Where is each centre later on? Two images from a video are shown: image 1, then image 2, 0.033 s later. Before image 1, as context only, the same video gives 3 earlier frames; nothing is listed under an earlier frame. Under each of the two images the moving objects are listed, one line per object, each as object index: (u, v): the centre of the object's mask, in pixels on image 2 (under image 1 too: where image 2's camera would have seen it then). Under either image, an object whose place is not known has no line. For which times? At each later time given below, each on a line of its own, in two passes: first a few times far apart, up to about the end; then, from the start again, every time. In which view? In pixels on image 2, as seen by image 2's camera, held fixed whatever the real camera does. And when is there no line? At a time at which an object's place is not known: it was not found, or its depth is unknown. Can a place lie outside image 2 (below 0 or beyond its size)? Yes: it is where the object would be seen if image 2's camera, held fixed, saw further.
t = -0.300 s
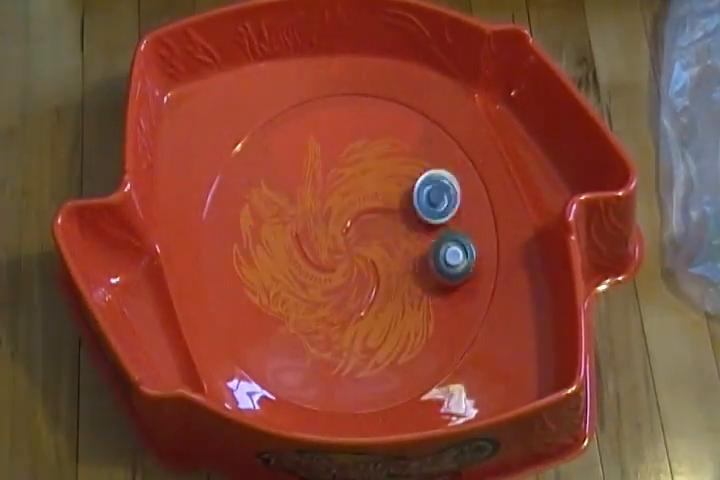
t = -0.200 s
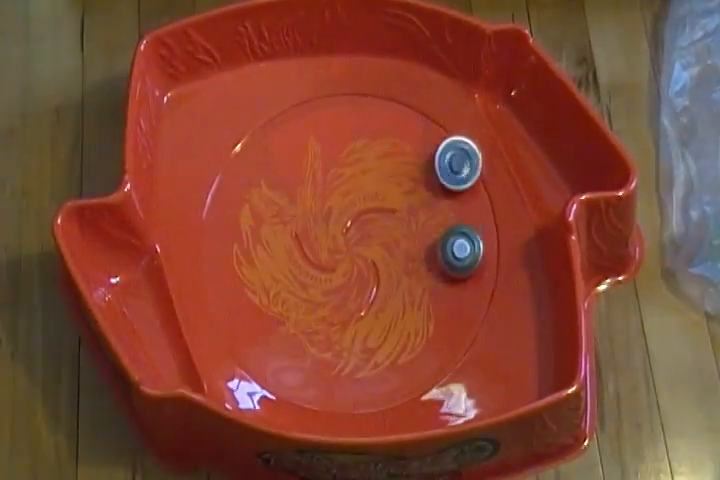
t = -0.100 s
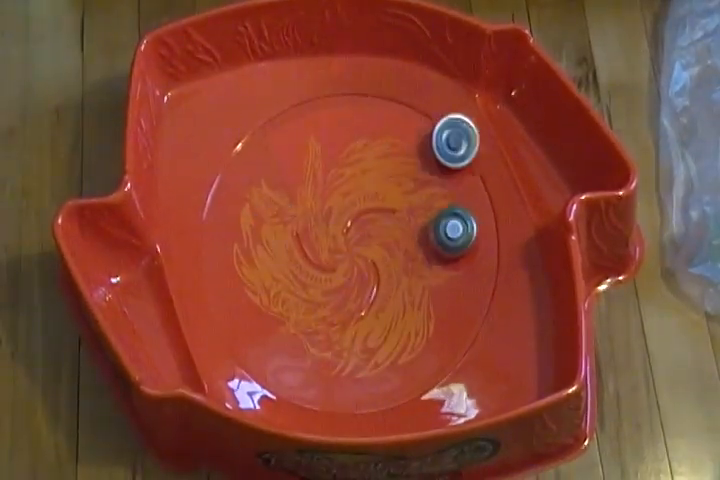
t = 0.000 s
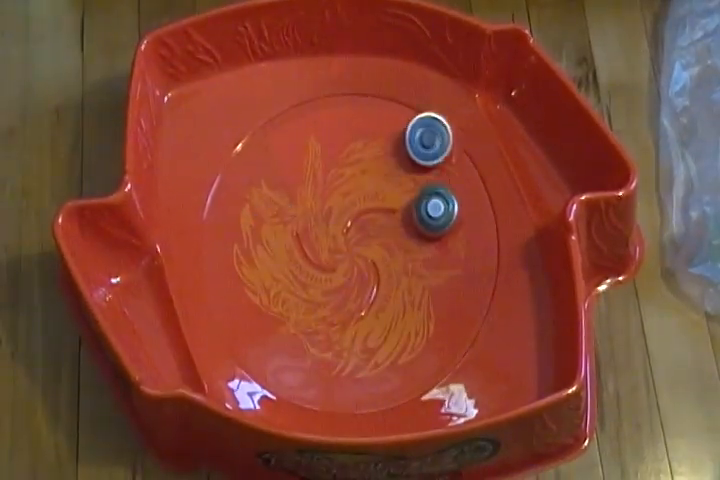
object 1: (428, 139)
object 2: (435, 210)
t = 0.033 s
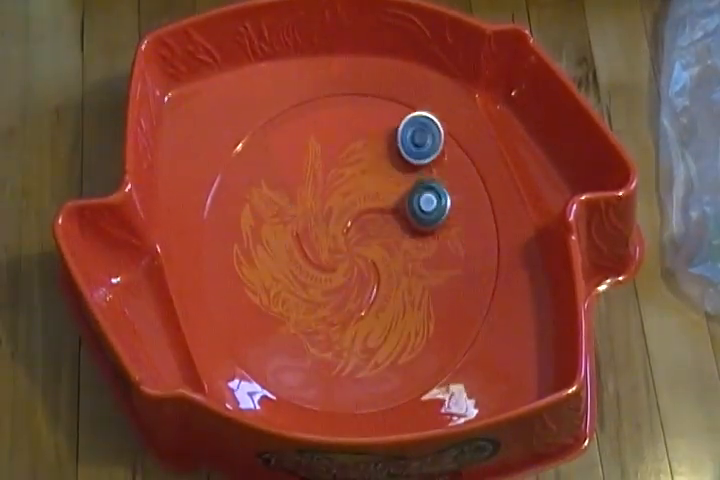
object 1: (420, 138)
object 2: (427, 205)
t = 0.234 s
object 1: (384, 133)
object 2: (381, 197)
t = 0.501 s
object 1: (366, 151)
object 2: (356, 232)
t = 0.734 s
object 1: (396, 212)
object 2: (362, 270)
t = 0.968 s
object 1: (447, 208)
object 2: (369, 307)
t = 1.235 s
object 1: (421, 147)
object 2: (375, 321)
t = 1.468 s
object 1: (316, 234)
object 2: (370, 313)
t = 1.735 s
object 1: (332, 368)
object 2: (353, 300)
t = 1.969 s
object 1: (439, 356)
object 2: (336, 298)
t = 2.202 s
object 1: (473, 266)
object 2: (323, 296)
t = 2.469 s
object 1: (328, 215)
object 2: (310, 282)
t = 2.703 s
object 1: (238, 214)
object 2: (327, 323)
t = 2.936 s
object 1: (224, 291)
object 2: (344, 300)
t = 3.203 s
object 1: (331, 399)
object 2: (351, 267)
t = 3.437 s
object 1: (434, 308)
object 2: (361, 244)
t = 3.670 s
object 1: (388, 163)
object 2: (350, 228)
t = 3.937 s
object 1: (251, 133)
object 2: (352, 211)
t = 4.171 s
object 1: (208, 253)
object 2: (369, 208)
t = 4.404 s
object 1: (316, 349)
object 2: (389, 206)
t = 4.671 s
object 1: (450, 255)
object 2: (380, 204)
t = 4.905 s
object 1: (415, 116)
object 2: (365, 207)
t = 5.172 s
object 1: (273, 113)
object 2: (359, 225)
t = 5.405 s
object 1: (239, 244)
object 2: (356, 245)
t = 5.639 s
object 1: (347, 349)
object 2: (352, 265)
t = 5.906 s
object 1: (481, 275)
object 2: (347, 280)
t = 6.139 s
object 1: (462, 144)
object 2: (343, 292)
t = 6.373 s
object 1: (341, 118)
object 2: (338, 299)
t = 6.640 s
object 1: (255, 245)
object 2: (344, 297)
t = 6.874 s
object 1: (318, 371)
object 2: (339, 285)
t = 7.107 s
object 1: (445, 361)
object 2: (336, 272)
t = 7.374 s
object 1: (451, 215)
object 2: (344, 257)
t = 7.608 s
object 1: (333, 162)
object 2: (350, 242)
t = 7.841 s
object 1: (244, 245)
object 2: (360, 236)
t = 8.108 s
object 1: (305, 376)
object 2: (369, 230)
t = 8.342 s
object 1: (425, 334)
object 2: (377, 233)
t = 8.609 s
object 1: (403, 183)
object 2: (376, 241)
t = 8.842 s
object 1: (290, 148)
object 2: (375, 253)
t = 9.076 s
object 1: (226, 242)
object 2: (366, 256)
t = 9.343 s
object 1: (328, 342)
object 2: (370, 269)
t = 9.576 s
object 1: (434, 271)
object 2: (371, 270)
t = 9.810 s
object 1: (407, 148)
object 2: (374, 282)
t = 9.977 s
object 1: (332, 115)
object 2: (372, 288)
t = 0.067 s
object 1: (412, 137)
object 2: (419, 199)
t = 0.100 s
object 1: (405, 135)
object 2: (411, 197)
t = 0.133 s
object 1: (399, 134)
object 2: (403, 195)
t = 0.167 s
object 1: (393, 133)
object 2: (395, 194)
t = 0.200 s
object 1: (388, 133)
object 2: (388, 195)
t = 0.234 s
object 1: (384, 133)
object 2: (381, 197)
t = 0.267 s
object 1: (380, 133)
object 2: (374, 200)
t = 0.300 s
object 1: (377, 133)
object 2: (369, 203)
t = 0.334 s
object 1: (375, 134)
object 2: (364, 209)
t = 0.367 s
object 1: (373, 134)
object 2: (360, 213)
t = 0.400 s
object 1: (371, 136)
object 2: (358, 219)
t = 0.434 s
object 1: (369, 139)
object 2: (356, 224)
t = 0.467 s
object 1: (368, 144)
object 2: (355, 228)
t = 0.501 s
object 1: (366, 151)
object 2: (356, 232)
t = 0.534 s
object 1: (367, 160)
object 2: (357, 236)
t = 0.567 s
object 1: (368, 169)
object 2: (359, 240)
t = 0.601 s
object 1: (371, 180)
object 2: (360, 245)
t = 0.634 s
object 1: (375, 191)
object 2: (361, 249)
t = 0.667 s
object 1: (381, 202)
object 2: (362, 253)
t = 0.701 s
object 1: (388, 208)
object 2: (362, 262)
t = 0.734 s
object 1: (396, 212)
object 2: (362, 270)
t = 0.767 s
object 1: (405, 215)
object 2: (362, 277)
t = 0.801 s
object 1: (414, 217)
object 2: (362, 283)
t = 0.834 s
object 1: (422, 218)
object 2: (363, 288)
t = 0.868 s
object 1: (430, 217)
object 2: (365, 292)
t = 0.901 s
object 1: (436, 215)
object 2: (367, 299)
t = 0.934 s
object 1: (442, 212)
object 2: (367, 303)
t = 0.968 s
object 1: (447, 208)
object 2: (369, 307)
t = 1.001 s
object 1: (450, 203)
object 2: (370, 310)
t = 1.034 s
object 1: (452, 196)
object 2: (370, 313)
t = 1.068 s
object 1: (452, 189)
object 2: (371, 315)
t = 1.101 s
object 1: (452, 179)
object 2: (372, 317)
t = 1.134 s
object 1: (450, 169)
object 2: (374, 319)
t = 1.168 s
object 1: (444, 158)
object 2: (374, 320)
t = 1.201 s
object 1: (435, 150)
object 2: (374, 321)
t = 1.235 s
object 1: (421, 147)
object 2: (375, 321)
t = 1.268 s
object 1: (405, 148)
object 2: (375, 321)
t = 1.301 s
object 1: (389, 154)
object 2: (375, 321)
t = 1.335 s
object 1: (371, 165)
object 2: (375, 320)
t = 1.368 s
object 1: (354, 179)
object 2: (374, 318)
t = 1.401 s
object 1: (340, 196)
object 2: (373, 317)
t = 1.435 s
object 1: (327, 214)
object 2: (372, 314)
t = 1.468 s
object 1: (316, 234)
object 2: (370, 313)
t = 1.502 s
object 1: (308, 253)
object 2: (368, 310)
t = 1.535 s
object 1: (303, 271)
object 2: (366, 309)
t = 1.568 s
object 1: (301, 289)
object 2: (364, 307)
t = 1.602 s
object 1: (302, 308)
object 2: (363, 306)
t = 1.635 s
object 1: (306, 325)
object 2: (361, 305)
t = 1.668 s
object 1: (312, 341)
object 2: (358, 302)
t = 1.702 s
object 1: (320, 355)
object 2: (355, 301)
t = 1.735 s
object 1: (332, 368)
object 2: (353, 300)
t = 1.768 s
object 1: (345, 381)
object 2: (351, 299)
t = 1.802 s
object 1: (362, 392)
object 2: (348, 299)
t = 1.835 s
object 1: (379, 399)
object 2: (346, 298)
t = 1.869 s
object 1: (396, 391)
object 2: (343, 298)
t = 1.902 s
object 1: (412, 383)
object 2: (341, 298)
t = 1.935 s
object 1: (426, 370)
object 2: (338, 298)
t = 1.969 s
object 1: (439, 356)
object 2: (336, 298)
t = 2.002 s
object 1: (450, 343)
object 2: (334, 298)
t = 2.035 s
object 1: (462, 332)
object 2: (332, 298)
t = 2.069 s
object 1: (473, 321)
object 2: (330, 298)
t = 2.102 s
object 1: (479, 309)
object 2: (328, 297)
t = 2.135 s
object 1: (481, 296)
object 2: (327, 297)
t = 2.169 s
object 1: (479, 282)
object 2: (325, 296)
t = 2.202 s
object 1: (473, 266)
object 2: (323, 296)
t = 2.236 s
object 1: (462, 250)
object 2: (321, 295)
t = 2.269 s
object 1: (448, 236)
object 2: (318, 293)
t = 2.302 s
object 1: (430, 225)
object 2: (316, 292)
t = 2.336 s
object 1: (411, 217)
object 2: (314, 290)
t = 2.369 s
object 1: (389, 212)
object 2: (312, 288)
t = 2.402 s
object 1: (367, 209)
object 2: (312, 286)
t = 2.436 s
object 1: (347, 210)
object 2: (311, 284)
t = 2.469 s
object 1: (328, 215)
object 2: (310, 282)
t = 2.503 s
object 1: (312, 222)
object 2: (310, 280)
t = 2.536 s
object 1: (295, 223)
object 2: (310, 284)
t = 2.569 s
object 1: (280, 217)
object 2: (313, 297)
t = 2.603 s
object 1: (266, 213)
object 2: (316, 307)
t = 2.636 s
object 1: (255, 211)
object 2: (319, 315)
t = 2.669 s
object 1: (246, 211)
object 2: (323, 321)
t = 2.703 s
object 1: (238, 214)
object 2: (327, 323)
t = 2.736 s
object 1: (232, 218)
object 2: (331, 323)
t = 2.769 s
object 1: (227, 226)
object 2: (334, 321)
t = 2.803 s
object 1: (224, 235)
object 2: (337, 318)
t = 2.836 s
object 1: (222, 246)
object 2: (340, 314)
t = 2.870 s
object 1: (222, 259)
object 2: (342, 309)
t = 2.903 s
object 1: (222, 274)
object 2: (342, 305)
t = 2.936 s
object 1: (224, 291)
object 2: (344, 300)
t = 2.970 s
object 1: (226, 308)
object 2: (344, 295)
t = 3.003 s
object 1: (230, 328)
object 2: (345, 291)
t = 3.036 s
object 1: (236, 348)
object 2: (346, 286)
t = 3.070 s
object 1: (251, 363)
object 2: (347, 282)
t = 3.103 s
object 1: (270, 375)
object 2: (348, 278)
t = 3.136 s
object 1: (290, 386)
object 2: (349, 274)
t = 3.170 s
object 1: (309, 395)
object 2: (350, 271)
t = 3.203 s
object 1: (331, 399)
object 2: (351, 267)
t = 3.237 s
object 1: (353, 398)
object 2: (352, 264)
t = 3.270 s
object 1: (375, 394)
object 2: (354, 260)
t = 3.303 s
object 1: (394, 385)
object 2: (355, 256)
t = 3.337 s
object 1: (410, 371)
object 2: (357, 253)
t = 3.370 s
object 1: (422, 352)
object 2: (358, 249)
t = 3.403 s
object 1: (430, 331)
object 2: (360, 247)
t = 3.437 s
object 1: (434, 308)
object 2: (361, 244)
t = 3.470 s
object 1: (434, 285)
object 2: (361, 240)
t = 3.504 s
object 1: (431, 262)
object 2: (362, 237)
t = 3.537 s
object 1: (424, 240)
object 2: (362, 234)
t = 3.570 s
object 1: (414, 219)
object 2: (363, 231)
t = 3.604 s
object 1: (407, 199)
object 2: (360, 229)
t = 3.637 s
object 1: (399, 180)
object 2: (354, 228)
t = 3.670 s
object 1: (388, 163)
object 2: (350, 228)
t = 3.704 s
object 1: (375, 150)
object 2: (346, 226)
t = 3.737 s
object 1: (360, 139)
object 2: (345, 225)
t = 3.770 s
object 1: (343, 131)
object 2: (346, 226)
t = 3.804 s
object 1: (325, 125)
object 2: (347, 224)
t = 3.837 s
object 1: (307, 122)
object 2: (349, 222)
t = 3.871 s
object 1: (288, 123)
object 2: (349, 218)
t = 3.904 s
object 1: (269, 127)
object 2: (350, 214)
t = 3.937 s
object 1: (251, 133)
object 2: (352, 211)
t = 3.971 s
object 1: (236, 145)
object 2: (355, 212)
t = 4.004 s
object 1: (226, 161)
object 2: (357, 212)
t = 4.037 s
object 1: (216, 177)
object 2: (360, 209)
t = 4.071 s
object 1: (209, 196)
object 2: (363, 206)
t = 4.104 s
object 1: (205, 215)
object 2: (365, 207)
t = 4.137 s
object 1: (205, 234)
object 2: (367, 208)
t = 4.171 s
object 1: (208, 253)
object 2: (369, 208)
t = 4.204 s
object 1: (215, 272)
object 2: (373, 206)
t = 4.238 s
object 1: (226, 290)
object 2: (376, 204)
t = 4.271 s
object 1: (239, 307)
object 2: (378, 205)
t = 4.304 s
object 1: (255, 323)
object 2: (381, 205)
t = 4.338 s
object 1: (273, 336)
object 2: (383, 205)
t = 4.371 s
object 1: (294, 345)
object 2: (386, 205)
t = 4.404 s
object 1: (316, 349)
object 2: (389, 206)
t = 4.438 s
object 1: (338, 350)
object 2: (392, 205)
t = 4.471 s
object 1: (360, 347)
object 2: (393, 205)
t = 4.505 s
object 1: (381, 339)
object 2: (391, 207)
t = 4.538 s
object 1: (401, 328)
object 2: (389, 206)
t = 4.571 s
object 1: (418, 313)
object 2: (387, 205)
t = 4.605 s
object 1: (432, 296)
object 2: (385, 205)
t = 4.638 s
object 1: (443, 276)
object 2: (382, 205)
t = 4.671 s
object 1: (450, 255)
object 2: (380, 204)
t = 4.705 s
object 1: (454, 234)
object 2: (378, 205)
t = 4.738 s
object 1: (453, 212)
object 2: (375, 205)
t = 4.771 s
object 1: (451, 191)
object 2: (373, 204)
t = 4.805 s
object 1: (445, 170)
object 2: (371, 206)
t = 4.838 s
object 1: (437, 151)
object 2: (369, 205)
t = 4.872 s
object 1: (427, 132)
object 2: (368, 204)
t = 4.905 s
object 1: (415, 116)
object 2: (365, 207)
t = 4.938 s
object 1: (401, 103)
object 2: (363, 209)
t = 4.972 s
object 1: (386, 92)
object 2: (361, 211)
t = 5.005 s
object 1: (367, 89)
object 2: (361, 212)
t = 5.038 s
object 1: (347, 87)
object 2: (360, 215)
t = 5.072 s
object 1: (328, 90)
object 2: (359, 217)
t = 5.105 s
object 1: (308, 95)
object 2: (359, 220)
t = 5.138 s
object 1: (290, 102)
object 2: (359, 223)
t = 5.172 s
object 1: (273, 113)
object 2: (359, 225)
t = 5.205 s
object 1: (259, 126)
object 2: (358, 228)
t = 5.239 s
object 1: (248, 142)
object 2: (358, 231)
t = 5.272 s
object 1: (239, 160)
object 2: (358, 234)
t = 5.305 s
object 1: (234, 180)
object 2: (357, 236)
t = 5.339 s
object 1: (232, 201)
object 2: (357, 239)
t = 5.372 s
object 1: (234, 223)
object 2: (356, 242)
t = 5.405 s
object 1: (239, 244)
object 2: (356, 245)
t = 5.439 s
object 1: (248, 265)
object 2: (355, 248)
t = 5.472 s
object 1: (259, 284)
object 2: (354, 250)
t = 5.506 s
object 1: (273, 302)
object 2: (354, 254)
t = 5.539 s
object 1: (289, 319)
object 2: (354, 256)
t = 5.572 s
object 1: (306, 332)
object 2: (353, 259)
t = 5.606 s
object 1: (326, 342)
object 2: (353, 262)
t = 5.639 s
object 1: (347, 349)
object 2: (352, 265)
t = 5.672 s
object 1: (368, 352)
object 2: (351, 268)
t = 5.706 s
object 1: (389, 352)
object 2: (350, 270)
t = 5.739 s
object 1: (410, 347)
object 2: (349, 273)
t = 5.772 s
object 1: (429, 339)
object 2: (348, 275)
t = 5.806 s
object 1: (446, 327)
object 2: (347, 276)
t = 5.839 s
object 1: (460, 312)
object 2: (347, 278)
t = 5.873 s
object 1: (472, 295)
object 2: (347, 279)
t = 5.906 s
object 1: (481, 275)
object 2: (347, 280)
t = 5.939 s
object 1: (486, 254)
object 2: (347, 281)
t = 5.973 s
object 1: (488, 234)
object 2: (346, 283)
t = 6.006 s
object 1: (487, 214)
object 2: (345, 284)
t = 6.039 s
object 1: (484, 195)
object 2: (345, 286)
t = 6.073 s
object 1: (479, 176)
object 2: (344, 288)
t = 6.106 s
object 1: (472, 158)
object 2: (343, 290)
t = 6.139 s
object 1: (462, 144)
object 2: (343, 292)
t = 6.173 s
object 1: (448, 133)
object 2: (342, 294)
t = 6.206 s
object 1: (432, 123)
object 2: (341, 295)
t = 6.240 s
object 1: (416, 116)
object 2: (340, 297)
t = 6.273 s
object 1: (398, 112)
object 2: (339, 297)
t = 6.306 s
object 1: (379, 111)
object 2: (338, 298)
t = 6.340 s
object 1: (360, 113)
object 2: (338, 298)
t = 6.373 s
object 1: (341, 118)
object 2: (338, 299)
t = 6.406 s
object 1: (323, 126)
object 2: (339, 299)
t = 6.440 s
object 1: (307, 137)
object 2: (340, 298)
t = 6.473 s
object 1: (292, 151)
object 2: (341, 298)
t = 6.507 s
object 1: (279, 167)
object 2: (342, 297)
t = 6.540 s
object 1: (268, 185)
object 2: (343, 297)
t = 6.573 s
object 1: (261, 203)
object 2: (344, 297)
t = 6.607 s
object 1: (256, 224)
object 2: (344, 297)
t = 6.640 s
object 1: (255, 245)
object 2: (344, 297)
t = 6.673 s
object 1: (256, 266)
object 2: (343, 295)
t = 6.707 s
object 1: (260, 287)
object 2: (342, 293)
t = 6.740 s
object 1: (267, 306)
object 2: (341, 291)
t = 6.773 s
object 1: (276, 326)
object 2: (341, 290)
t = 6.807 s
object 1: (288, 343)
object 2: (340, 288)
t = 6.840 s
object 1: (302, 358)
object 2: (339, 286)
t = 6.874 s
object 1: (318, 371)
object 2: (339, 285)
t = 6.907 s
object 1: (336, 382)
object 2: (338, 283)
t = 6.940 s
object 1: (355, 390)
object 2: (337, 282)
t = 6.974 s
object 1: (375, 394)
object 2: (336, 280)
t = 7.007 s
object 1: (395, 394)
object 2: (336, 279)
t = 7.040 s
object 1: (412, 386)
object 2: (336, 276)
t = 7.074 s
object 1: (429, 373)
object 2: (336, 274)
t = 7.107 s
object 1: (445, 361)
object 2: (336, 272)
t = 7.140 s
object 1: (458, 348)
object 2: (337, 270)
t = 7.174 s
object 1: (468, 331)
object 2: (337, 268)
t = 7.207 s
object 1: (474, 312)
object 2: (338, 266)
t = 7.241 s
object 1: (476, 291)
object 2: (340, 264)
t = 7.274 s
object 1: (475, 271)
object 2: (341, 262)
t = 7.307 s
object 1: (470, 251)
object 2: (343, 260)
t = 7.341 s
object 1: (462, 232)
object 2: (343, 259)
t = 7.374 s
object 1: (451, 215)
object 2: (344, 257)
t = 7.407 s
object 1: (438, 199)
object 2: (345, 255)
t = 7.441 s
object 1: (424, 186)
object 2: (346, 252)
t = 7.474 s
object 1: (407, 175)
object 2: (346, 250)
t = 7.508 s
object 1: (390, 167)
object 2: (347, 248)
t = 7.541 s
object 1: (371, 162)
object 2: (348, 247)
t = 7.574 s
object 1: (352, 160)
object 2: (349, 244)
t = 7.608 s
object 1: (333, 162)
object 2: (350, 242)
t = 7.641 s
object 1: (315, 166)
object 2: (351, 240)
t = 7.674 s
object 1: (298, 173)
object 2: (352, 239)
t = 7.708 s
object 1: (282, 184)
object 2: (354, 238)
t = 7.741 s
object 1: (268, 197)
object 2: (355, 237)
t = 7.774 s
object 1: (258, 211)
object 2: (358, 237)
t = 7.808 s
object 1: (249, 228)
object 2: (358, 237)
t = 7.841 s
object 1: (244, 245)
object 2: (360, 236)
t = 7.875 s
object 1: (240, 264)
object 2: (360, 236)
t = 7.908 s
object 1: (241, 283)
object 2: (362, 235)
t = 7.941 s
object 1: (244, 302)
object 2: (362, 234)
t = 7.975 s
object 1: (251, 321)
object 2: (364, 233)
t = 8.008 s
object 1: (260, 338)
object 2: (365, 232)
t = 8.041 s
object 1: (272, 354)
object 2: (367, 231)
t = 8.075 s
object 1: (288, 367)
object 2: (368, 231)
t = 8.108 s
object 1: (305, 376)
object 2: (369, 230)
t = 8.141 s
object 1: (325, 383)
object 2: (371, 230)
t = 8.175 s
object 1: (345, 385)
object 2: (373, 230)
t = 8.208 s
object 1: (364, 383)
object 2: (374, 231)
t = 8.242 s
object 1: (384, 376)
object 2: (375, 231)
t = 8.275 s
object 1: (400, 365)
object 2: (376, 232)
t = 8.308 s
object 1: (414, 351)
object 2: (377, 232)
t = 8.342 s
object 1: (425, 334)
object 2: (377, 233)
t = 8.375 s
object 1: (433, 314)
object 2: (377, 234)
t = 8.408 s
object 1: (437, 295)
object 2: (377, 235)
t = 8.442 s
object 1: (438, 274)
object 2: (377, 236)
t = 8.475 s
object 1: (436, 254)
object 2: (376, 236)
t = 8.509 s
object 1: (431, 234)
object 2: (376, 237)
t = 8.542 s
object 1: (424, 216)
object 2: (376, 238)
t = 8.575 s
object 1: (414, 199)
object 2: (376, 240)
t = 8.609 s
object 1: (403, 183)
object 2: (376, 241)
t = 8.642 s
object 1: (389, 170)
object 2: (376, 243)
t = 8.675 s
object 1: (374, 159)
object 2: (377, 244)
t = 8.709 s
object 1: (358, 152)
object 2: (376, 245)
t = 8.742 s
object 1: (341, 146)
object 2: (376, 247)
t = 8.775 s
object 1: (323, 144)
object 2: (376, 249)
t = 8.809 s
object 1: (307, 144)
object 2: (375, 251)
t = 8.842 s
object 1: (290, 148)
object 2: (375, 253)
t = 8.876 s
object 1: (273, 154)
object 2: (375, 254)
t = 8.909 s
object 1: (258, 162)
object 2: (374, 254)
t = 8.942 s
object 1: (245, 174)
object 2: (373, 254)
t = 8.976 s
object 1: (235, 189)
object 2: (372, 254)
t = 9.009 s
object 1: (228, 204)
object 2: (369, 255)
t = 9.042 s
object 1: (225, 223)
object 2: (367, 255)
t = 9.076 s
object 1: (226, 242)
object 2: (366, 256)
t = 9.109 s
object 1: (230, 260)
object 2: (367, 257)
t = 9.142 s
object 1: (237, 278)
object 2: (368, 258)
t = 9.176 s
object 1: (247, 295)
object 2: (368, 260)
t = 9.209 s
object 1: (259, 310)
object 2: (369, 262)
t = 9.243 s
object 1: (274, 323)
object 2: (369, 264)
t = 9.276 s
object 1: (290, 332)
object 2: (369, 266)
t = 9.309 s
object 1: (309, 339)
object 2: (370, 268)
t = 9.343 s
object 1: (328, 342)
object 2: (370, 269)
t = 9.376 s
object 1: (348, 342)
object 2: (370, 269)
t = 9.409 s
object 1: (367, 338)
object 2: (371, 269)
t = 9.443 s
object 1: (385, 331)
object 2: (371, 270)
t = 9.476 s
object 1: (402, 320)
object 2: (371, 270)
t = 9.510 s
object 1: (416, 305)
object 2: (371, 270)
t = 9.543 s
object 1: (426, 289)
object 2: (371, 270)
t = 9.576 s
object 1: (434, 271)
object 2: (371, 270)
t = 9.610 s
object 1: (438, 252)
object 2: (372, 271)
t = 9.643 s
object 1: (439, 233)
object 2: (372, 272)
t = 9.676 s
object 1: (437, 214)
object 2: (372, 272)
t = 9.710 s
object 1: (433, 195)
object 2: (373, 274)
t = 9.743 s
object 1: (427, 178)
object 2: (374, 276)
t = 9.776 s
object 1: (418, 162)
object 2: (375, 280)
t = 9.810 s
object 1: (407, 148)
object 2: (374, 282)
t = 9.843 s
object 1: (394, 136)
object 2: (372, 282)
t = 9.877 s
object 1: (380, 126)
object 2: (372, 283)
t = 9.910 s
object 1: (365, 119)
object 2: (371, 284)
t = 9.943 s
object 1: (348, 115)
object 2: (371, 286)
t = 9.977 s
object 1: (332, 115)
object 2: (372, 288)
